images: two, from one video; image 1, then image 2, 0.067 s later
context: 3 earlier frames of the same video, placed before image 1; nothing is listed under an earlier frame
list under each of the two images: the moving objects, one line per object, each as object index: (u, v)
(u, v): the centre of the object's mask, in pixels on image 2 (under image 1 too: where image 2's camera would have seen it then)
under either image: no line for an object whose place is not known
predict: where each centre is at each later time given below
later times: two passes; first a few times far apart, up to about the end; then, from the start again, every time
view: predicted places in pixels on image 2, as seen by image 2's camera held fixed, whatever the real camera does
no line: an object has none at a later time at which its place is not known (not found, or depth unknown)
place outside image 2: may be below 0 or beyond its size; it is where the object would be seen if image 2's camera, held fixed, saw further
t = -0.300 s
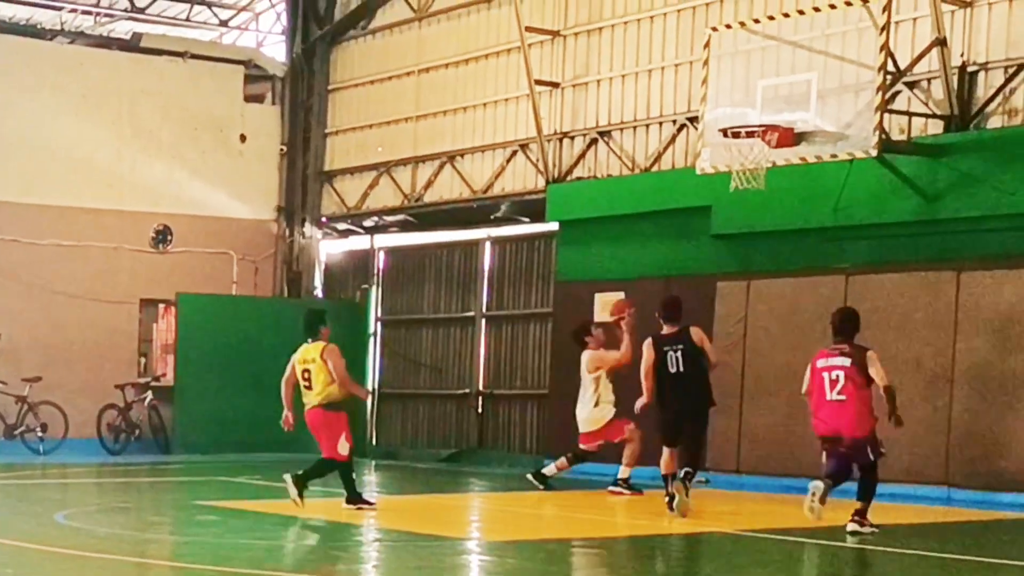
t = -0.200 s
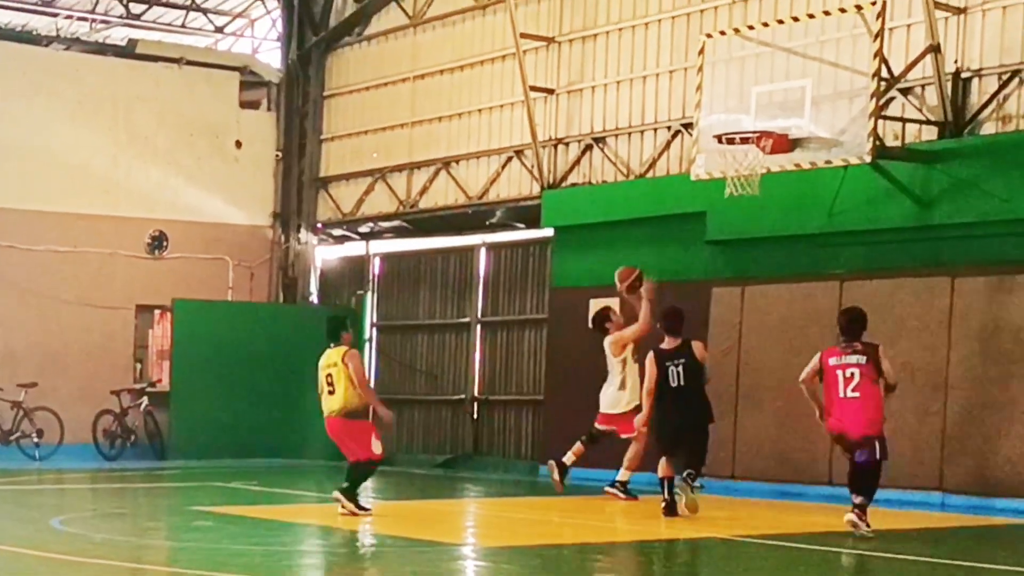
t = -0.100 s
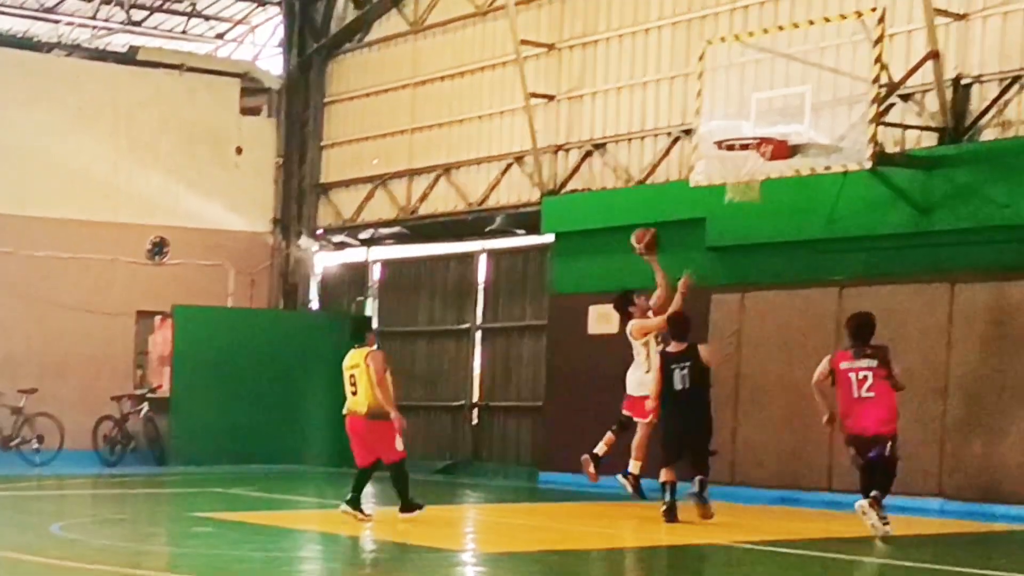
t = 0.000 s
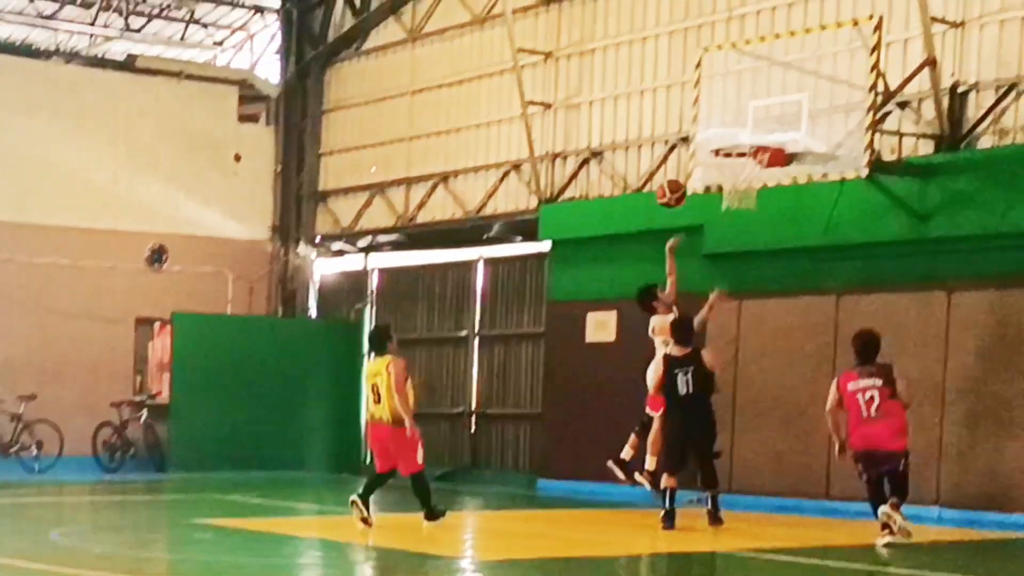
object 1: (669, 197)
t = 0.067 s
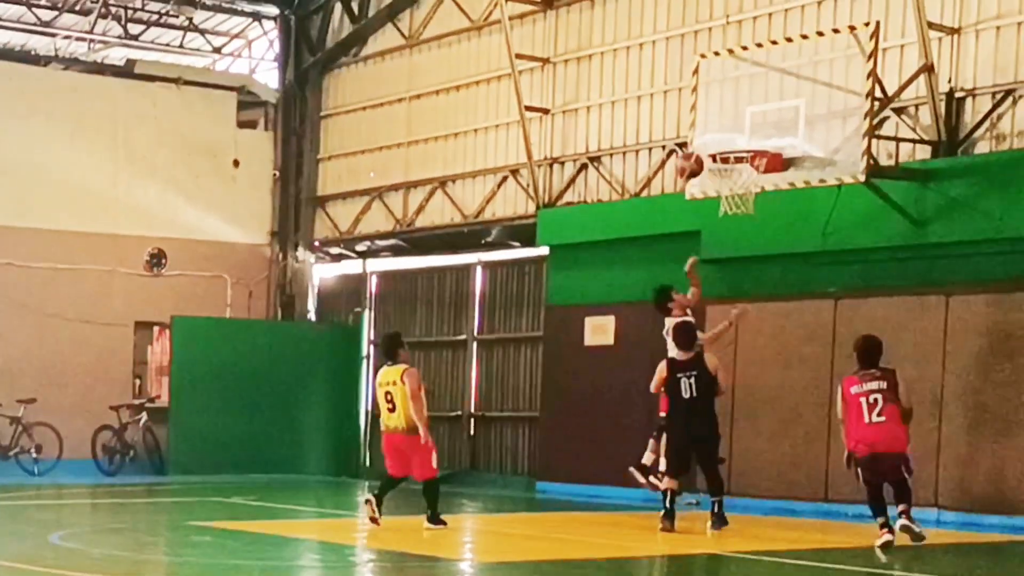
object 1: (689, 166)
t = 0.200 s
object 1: (719, 123)
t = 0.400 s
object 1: (733, 120)
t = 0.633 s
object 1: (746, 178)
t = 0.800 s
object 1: (740, 218)
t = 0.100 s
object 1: (698, 151)
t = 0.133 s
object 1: (710, 138)
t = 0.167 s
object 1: (717, 128)
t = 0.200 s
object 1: (719, 123)
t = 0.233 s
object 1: (722, 119)
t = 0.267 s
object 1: (724, 117)
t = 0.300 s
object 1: (726, 116)
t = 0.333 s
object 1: (728, 116)
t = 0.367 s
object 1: (730, 117)
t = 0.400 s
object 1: (733, 120)
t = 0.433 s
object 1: (735, 124)
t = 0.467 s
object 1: (737, 129)
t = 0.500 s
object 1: (739, 136)
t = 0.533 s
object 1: (741, 142)
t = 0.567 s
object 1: (743, 147)
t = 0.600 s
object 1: (741, 166)
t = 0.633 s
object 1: (746, 178)
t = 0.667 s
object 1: (744, 187)
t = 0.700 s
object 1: (745, 192)
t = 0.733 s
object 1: (743, 199)
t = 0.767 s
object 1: (741, 208)
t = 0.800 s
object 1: (740, 218)
